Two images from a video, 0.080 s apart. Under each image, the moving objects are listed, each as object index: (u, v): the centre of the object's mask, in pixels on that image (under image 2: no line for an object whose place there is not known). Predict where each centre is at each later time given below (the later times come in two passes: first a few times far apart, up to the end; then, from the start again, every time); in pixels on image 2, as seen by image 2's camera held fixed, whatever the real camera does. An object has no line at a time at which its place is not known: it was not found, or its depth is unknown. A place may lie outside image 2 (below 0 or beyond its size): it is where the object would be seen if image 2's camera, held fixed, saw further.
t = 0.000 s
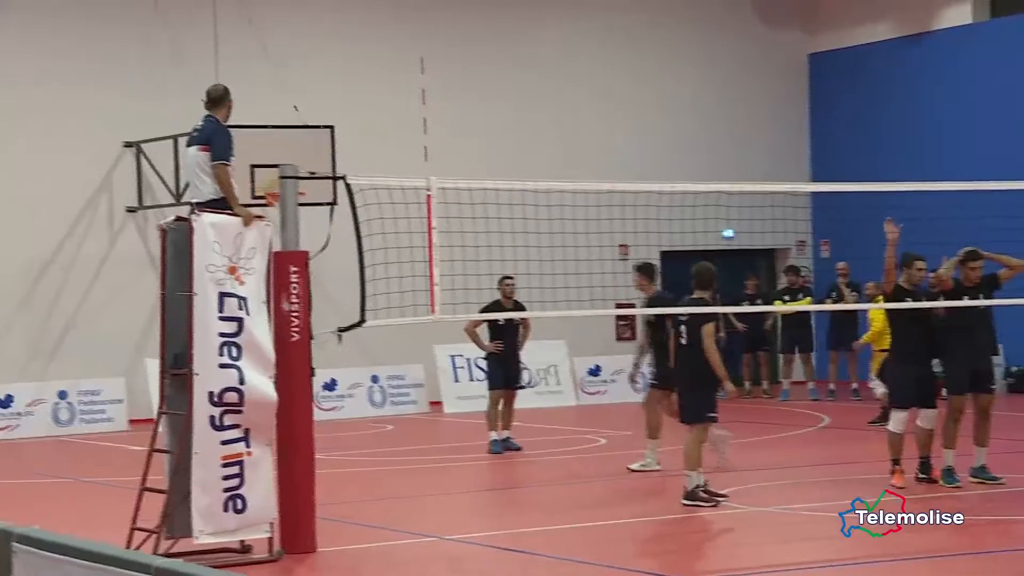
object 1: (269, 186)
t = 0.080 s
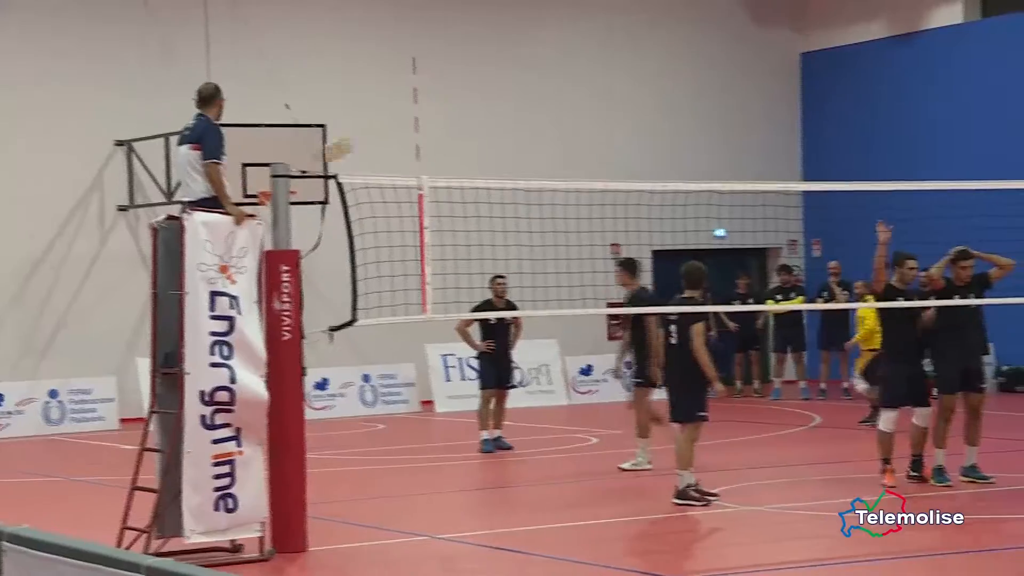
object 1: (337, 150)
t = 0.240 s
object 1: (471, 94)
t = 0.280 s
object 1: (506, 84)
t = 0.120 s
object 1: (367, 136)
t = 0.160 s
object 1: (401, 123)
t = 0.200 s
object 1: (436, 108)
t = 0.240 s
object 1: (471, 94)
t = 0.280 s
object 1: (506, 84)
